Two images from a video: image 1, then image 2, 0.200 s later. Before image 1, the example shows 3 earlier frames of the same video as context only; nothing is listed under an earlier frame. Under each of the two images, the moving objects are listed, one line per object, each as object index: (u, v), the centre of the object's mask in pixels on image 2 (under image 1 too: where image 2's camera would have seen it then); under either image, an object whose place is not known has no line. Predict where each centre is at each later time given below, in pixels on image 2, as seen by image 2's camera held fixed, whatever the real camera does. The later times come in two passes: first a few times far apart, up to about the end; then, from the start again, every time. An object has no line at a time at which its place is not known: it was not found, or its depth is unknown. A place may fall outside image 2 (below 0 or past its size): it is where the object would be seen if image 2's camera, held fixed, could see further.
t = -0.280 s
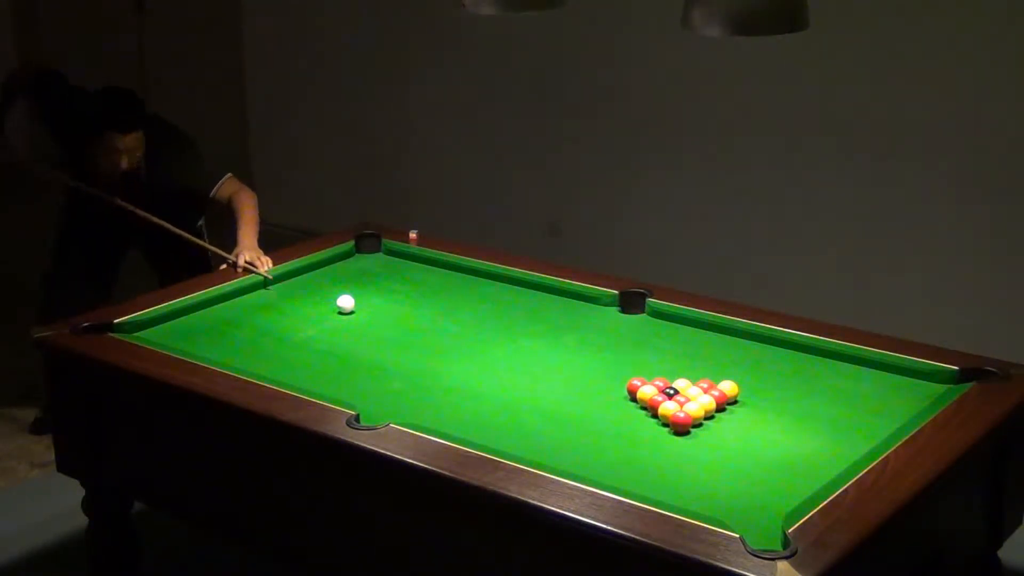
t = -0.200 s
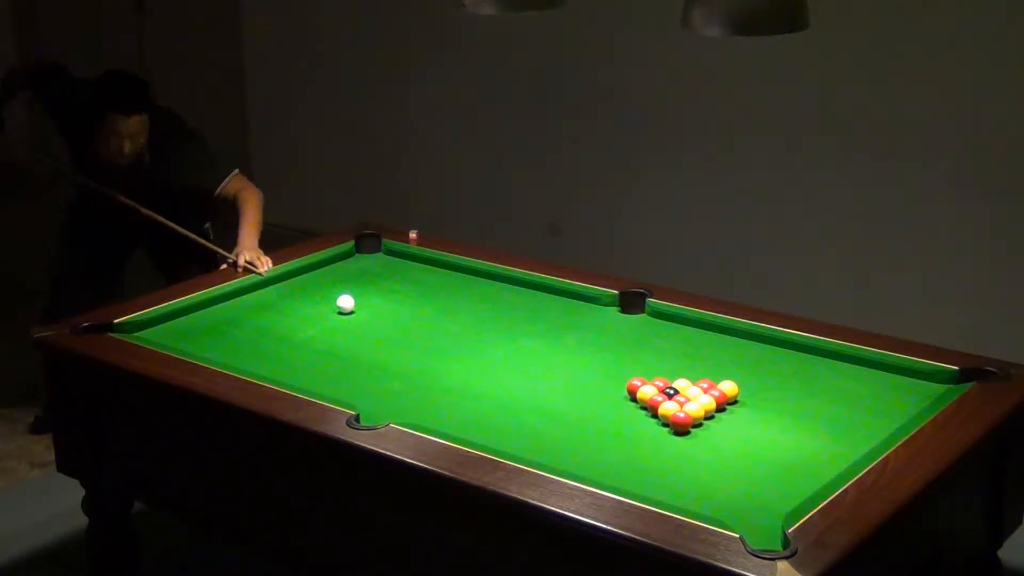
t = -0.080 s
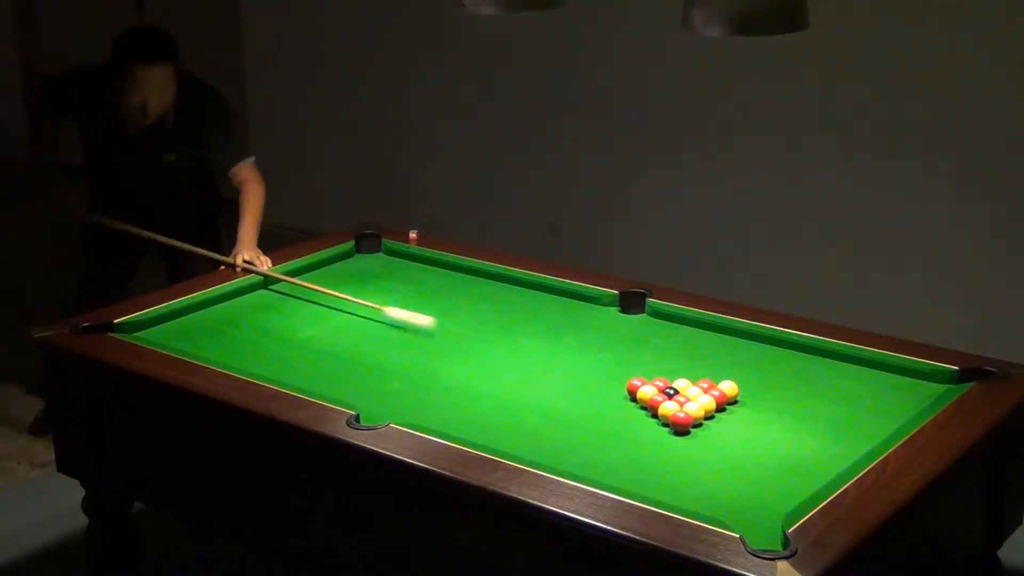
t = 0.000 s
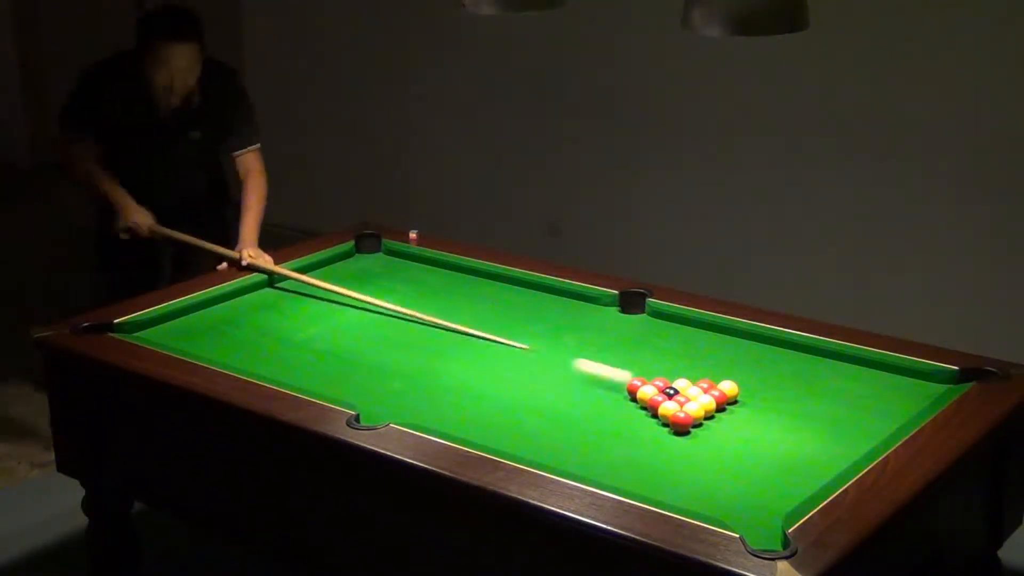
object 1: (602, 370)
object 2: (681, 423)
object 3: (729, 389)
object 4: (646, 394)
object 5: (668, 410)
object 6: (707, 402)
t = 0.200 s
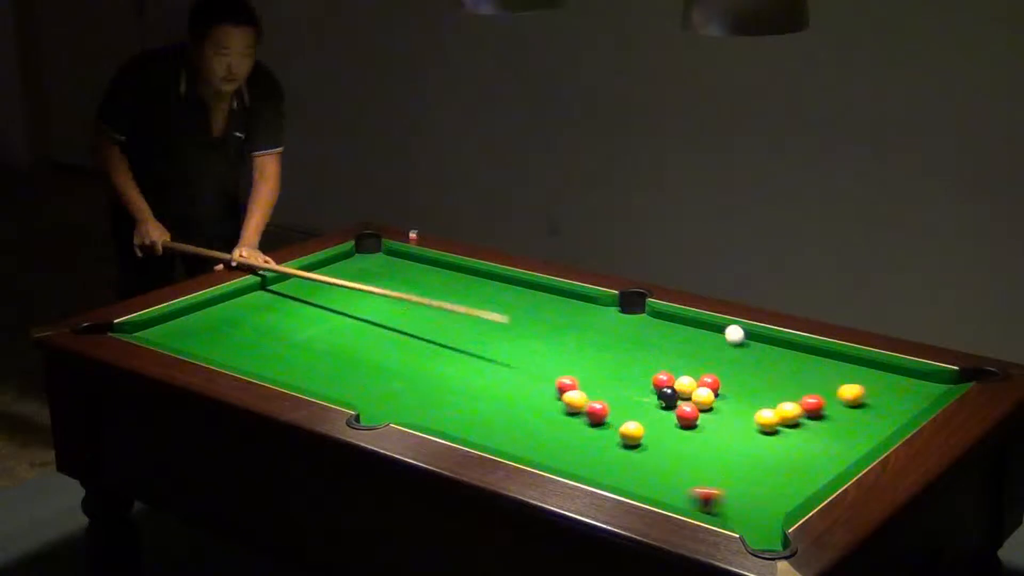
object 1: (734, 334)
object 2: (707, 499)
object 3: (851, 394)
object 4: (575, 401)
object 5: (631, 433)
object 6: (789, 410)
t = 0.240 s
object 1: (740, 345)
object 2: (661, 491)
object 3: (874, 394)
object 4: (560, 402)
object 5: (624, 437)
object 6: (805, 412)
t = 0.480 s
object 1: (804, 426)
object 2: (509, 444)
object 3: (893, 377)
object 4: (476, 408)
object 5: (606, 435)
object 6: (888, 420)
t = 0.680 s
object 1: (756, 473)
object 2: (403, 416)
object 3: (843, 361)
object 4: (406, 404)
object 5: (606, 419)
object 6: (849, 401)
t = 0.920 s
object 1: (621, 468)
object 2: (417, 411)
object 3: (775, 357)
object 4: (322, 385)
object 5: (606, 402)
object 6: (809, 384)
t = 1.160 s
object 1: (585, 409)
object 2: (428, 408)
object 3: (712, 352)
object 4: (259, 365)
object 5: (606, 387)
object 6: (775, 368)
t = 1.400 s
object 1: (555, 360)
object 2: (427, 406)
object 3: (654, 349)
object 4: (213, 348)
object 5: (606, 375)
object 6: (744, 354)
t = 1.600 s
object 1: (533, 327)
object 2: (426, 405)
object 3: (609, 345)
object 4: (177, 333)
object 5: (605, 366)
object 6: (722, 345)
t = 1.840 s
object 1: (510, 292)
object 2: (426, 406)
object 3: (558, 342)
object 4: (168, 326)
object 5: (605, 356)
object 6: (699, 340)
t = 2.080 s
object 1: (469, 279)
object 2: (426, 405)
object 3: (512, 338)
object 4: (201, 332)
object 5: (605, 349)
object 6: (679, 336)
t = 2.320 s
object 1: (416, 279)
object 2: (426, 406)
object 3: (471, 335)
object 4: (206, 328)
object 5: (605, 342)
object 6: (663, 332)
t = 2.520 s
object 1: (375, 279)
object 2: (426, 405)
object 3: (439, 332)
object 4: (209, 326)
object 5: (606, 338)
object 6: (653, 330)
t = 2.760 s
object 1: (329, 279)
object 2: (426, 405)
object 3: (404, 330)
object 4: (211, 324)
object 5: (606, 333)
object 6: (642, 328)
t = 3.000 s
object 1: (286, 280)
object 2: (426, 405)
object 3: (372, 328)
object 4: (213, 322)
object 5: (607, 330)
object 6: (634, 326)
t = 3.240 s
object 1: (278, 286)
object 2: (426, 405)
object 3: (344, 326)
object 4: (213, 323)
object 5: (608, 328)
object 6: (629, 326)
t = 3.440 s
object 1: (282, 292)
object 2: (426, 405)
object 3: (324, 324)
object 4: (213, 322)
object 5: (608, 328)
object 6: (627, 326)
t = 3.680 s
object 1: (286, 299)
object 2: (426, 405)
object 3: (302, 323)
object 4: (213, 322)
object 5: (608, 328)
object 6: (628, 325)
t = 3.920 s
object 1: (290, 304)
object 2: (426, 405)
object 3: (283, 322)
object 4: (213, 322)
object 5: (608, 328)
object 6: (628, 326)
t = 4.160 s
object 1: (293, 309)
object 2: (426, 405)
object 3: (267, 322)
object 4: (212, 322)
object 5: (608, 328)
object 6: (628, 326)
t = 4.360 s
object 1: (296, 313)
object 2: (426, 405)
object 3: (256, 321)
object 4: (213, 323)
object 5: (608, 328)
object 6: (628, 325)
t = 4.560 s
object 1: (298, 316)
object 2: (426, 405)
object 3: (248, 321)
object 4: (213, 323)
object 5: (608, 328)
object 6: (628, 325)
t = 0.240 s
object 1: (740, 345)
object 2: (661, 491)
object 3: (874, 394)
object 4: (560, 402)
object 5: (624, 437)
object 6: (805, 412)
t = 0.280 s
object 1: (747, 358)
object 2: (632, 480)
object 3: (897, 395)
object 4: (546, 403)
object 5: (616, 441)
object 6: (821, 416)
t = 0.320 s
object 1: (756, 371)
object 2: (611, 469)
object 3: (918, 395)
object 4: (532, 404)
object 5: (609, 444)
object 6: (837, 417)
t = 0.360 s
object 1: (767, 384)
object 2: (591, 459)
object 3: (921, 392)
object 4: (517, 405)
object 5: (603, 446)
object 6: (853, 419)
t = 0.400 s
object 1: (779, 398)
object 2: (561, 455)
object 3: (911, 387)
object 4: (503, 406)
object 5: (604, 443)
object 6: (869, 421)
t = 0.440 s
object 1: (791, 412)
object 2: (532, 451)
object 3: (901, 381)
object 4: (490, 407)
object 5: (605, 438)
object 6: (884, 421)
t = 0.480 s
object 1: (804, 426)
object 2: (509, 444)
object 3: (893, 377)
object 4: (476, 408)
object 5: (606, 435)
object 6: (888, 420)
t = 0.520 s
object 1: (817, 442)
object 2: (492, 436)
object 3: (884, 372)
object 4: (462, 409)
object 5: (606, 431)
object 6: (879, 414)
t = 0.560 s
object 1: (831, 458)
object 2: (471, 429)
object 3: (876, 367)
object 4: (448, 410)
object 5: (606, 428)
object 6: (871, 410)
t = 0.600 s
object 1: (819, 467)
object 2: (448, 424)
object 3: (867, 363)
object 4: (434, 410)
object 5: (606, 425)
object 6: (864, 407)
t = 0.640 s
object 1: (787, 470)
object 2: (424, 419)
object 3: (855, 362)
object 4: (421, 407)
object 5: (606, 422)
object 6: (857, 404)
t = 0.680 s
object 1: (756, 473)
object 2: (403, 416)
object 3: (843, 361)
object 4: (406, 404)
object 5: (606, 419)
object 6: (849, 401)
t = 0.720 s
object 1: (727, 477)
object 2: (381, 416)
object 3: (831, 360)
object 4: (392, 402)
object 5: (606, 416)
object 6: (842, 398)
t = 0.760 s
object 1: (697, 481)
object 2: (377, 415)
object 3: (820, 360)
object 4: (376, 398)
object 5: (606, 413)
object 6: (835, 395)
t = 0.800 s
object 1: (667, 484)
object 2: (390, 412)
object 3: (808, 359)
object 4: (363, 397)
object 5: (606, 410)
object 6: (828, 393)
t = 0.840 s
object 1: (638, 485)
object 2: (400, 412)
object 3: (797, 359)
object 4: (349, 392)
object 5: (606, 407)
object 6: (822, 390)
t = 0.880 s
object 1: (628, 477)
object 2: (409, 411)
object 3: (786, 358)
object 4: (335, 389)
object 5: (606, 404)
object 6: (816, 387)
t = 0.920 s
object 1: (621, 468)
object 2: (417, 411)
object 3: (775, 357)
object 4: (322, 385)
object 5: (606, 402)
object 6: (809, 384)
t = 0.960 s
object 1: (615, 457)
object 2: (423, 410)
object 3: (764, 357)
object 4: (308, 382)
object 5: (606, 399)
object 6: (803, 382)
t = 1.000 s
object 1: (608, 447)
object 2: (429, 409)
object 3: (754, 356)
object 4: (294, 379)
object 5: (606, 397)
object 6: (798, 379)
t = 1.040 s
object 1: (602, 436)
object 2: (429, 408)
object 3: (743, 355)
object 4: (285, 375)
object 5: (606, 394)
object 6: (791, 376)
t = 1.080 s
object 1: (596, 427)
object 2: (429, 408)
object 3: (733, 354)
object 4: (277, 372)
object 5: (606, 392)
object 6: (786, 373)
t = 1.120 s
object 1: (591, 418)
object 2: (429, 408)
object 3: (722, 353)
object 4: (268, 369)
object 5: (606, 390)
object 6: (780, 371)
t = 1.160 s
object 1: (585, 409)
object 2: (428, 408)
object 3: (712, 352)
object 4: (259, 365)
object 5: (606, 387)
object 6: (775, 368)
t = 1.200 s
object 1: (579, 400)
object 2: (428, 407)
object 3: (702, 352)
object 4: (252, 362)
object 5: (606, 385)
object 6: (769, 366)
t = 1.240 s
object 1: (574, 392)
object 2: (428, 407)
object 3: (693, 351)
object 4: (243, 359)
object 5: (606, 383)
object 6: (764, 363)
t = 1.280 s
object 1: (569, 383)
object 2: (427, 407)
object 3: (684, 349)
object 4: (236, 356)
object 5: (606, 381)
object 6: (759, 361)
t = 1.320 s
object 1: (564, 375)
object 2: (427, 406)
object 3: (673, 347)
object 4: (228, 353)
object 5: (606, 379)
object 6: (754, 359)
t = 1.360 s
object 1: (559, 368)
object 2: (427, 406)
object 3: (662, 348)
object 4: (220, 351)
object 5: (606, 377)
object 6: (749, 356)
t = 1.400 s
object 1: (555, 360)
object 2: (427, 406)
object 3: (654, 349)
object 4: (213, 348)
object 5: (606, 375)
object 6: (744, 354)
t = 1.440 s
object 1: (550, 353)
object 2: (426, 406)
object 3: (644, 348)
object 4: (206, 345)
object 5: (606, 373)
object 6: (740, 352)
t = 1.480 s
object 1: (546, 346)
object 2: (426, 406)
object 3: (635, 348)
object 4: (198, 342)
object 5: (605, 371)
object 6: (735, 349)
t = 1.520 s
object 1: (542, 340)
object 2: (426, 406)
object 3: (626, 347)
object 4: (191, 339)
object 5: (605, 369)
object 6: (730, 347)
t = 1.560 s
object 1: (537, 333)
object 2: (426, 406)
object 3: (618, 346)
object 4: (184, 336)
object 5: (605, 367)
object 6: (726, 346)
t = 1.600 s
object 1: (533, 327)
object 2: (426, 405)
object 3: (609, 345)
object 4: (177, 333)
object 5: (605, 366)
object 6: (722, 345)
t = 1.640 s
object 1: (529, 320)
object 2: (426, 406)
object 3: (600, 344)
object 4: (171, 330)
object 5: (605, 364)
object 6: (718, 344)
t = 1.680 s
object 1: (525, 315)
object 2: (426, 406)
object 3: (591, 344)
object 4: (164, 327)
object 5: (605, 362)
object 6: (714, 343)
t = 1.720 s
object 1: (521, 308)
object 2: (426, 406)
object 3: (583, 344)
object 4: (158, 325)
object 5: (605, 360)
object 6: (710, 342)
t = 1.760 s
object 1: (517, 303)
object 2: (426, 406)
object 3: (575, 343)
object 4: (156, 323)
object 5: (605, 359)
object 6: (706, 341)
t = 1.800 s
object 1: (514, 297)
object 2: (426, 406)
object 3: (566, 343)
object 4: (163, 324)
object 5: (605, 358)
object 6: (702, 340)
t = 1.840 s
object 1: (510, 292)
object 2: (426, 406)
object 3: (558, 342)
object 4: (168, 326)
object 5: (605, 356)
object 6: (699, 340)
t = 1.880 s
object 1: (507, 287)
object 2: (426, 405)
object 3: (551, 341)
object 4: (175, 327)
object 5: (605, 355)
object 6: (695, 339)
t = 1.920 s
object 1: (503, 281)
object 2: (426, 406)
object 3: (543, 340)
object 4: (181, 328)
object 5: (605, 354)
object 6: (692, 338)
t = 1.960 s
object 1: (497, 278)
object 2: (426, 406)
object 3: (535, 340)
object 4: (186, 330)
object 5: (605, 352)
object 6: (689, 338)
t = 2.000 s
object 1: (487, 279)
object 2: (426, 406)
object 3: (527, 339)
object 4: (192, 331)
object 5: (605, 351)
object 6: (686, 337)
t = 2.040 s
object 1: (478, 279)
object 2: (426, 406)
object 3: (520, 338)
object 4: (198, 331)
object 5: (605, 350)
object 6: (682, 336)
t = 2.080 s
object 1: (469, 279)
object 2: (426, 405)
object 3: (512, 338)
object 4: (201, 332)
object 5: (605, 349)
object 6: (679, 336)
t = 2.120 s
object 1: (460, 279)
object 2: (426, 405)
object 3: (505, 338)
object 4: (202, 331)
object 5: (605, 347)
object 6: (677, 335)
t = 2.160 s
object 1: (451, 279)
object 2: (426, 406)
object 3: (498, 337)
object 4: (203, 331)
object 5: (605, 346)
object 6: (674, 334)
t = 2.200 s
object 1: (442, 279)
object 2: (426, 405)
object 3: (491, 336)
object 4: (204, 330)
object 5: (605, 345)
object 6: (671, 334)
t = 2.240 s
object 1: (434, 279)
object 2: (426, 406)
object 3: (484, 336)
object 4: (205, 329)
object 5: (605, 344)
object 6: (669, 333)
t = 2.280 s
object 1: (425, 279)
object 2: (426, 405)
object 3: (477, 336)
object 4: (205, 329)
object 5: (605, 343)
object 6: (666, 333)
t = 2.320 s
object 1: (416, 279)
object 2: (426, 406)
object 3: (471, 335)
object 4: (206, 328)
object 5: (605, 342)
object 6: (663, 332)
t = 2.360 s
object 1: (408, 279)
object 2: (426, 406)
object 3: (464, 334)
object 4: (207, 328)
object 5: (606, 341)
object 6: (661, 332)
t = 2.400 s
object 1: (400, 279)
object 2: (426, 406)
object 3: (457, 334)
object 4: (207, 327)
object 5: (606, 340)
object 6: (659, 331)
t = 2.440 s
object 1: (391, 279)
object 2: (426, 405)
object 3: (451, 333)
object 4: (208, 327)
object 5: (606, 339)
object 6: (657, 331)
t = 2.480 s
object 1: (383, 280)
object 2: (426, 405)
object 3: (445, 333)
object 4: (209, 326)
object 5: (606, 339)
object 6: (655, 330)
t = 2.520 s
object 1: (375, 279)
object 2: (426, 405)
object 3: (439, 332)
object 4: (209, 326)
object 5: (606, 338)
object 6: (653, 330)
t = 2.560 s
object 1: (367, 280)
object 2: (426, 405)
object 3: (433, 332)
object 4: (210, 325)
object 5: (606, 337)
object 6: (651, 330)
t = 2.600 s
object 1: (359, 279)
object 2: (426, 405)
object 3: (427, 331)
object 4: (210, 325)
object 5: (606, 336)
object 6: (649, 329)
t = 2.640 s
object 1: (352, 279)
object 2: (426, 405)
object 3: (421, 331)
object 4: (210, 324)
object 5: (606, 335)
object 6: (647, 329)
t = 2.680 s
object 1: (344, 280)
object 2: (426, 405)
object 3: (415, 330)
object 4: (211, 324)
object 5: (606, 335)
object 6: (645, 328)
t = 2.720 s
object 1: (336, 279)
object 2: (426, 405)
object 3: (409, 330)
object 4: (211, 324)
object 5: (606, 334)
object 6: (643, 328)
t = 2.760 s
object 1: (329, 279)
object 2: (426, 405)
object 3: (404, 330)
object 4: (211, 324)
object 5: (606, 333)
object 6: (642, 328)
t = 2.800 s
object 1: (322, 279)
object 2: (426, 405)
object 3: (398, 329)
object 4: (212, 323)
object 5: (606, 333)
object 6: (641, 327)
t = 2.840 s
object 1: (315, 280)
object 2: (426, 405)
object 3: (393, 329)
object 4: (212, 323)
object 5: (607, 332)
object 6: (639, 327)
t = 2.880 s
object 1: (307, 280)
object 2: (426, 405)
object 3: (387, 329)
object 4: (212, 323)
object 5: (607, 332)
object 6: (638, 327)
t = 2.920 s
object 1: (300, 280)
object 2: (426, 405)
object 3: (382, 328)
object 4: (212, 323)
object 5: (607, 331)
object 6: (637, 326)
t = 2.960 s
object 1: (293, 280)
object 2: (426, 405)
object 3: (377, 328)
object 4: (213, 322)
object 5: (607, 331)
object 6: (635, 326)
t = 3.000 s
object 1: (286, 280)
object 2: (426, 405)
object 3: (372, 328)
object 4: (213, 322)
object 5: (607, 330)
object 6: (634, 326)
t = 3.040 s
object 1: (279, 280)
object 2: (426, 405)
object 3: (367, 327)
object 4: (213, 323)
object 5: (607, 330)
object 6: (633, 326)
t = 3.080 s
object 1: (275, 281)
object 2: (426, 405)
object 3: (362, 327)
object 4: (213, 323)
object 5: (607, 330)
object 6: (632, 326)
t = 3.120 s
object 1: (276, 282)
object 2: (426, 405)
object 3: (358, 326)
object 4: (213, 323)
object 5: (608, 329)
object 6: (631, 326)
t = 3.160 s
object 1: (276, 283)
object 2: (426, 405)
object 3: (353, 326)
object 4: (213, 322)
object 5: (608, 329)
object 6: (630, 326)
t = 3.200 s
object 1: (277, 285)
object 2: (426, 405)
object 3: (349, 326)
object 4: (213, 323)
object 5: (608, 329)
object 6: (630, 326)
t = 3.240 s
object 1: (278, 286)
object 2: (426, 405)
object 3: (344, 326)
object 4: (213, 323)
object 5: (608, 328)
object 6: (629, 326)
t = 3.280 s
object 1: (279, 287)
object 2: (426, 405)
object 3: (340, 325)
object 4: (213, 322)
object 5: (608, 328)
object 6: (629, 325)
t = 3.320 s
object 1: (279, 288)
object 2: (426, 405)
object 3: (336, 325)
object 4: (213, 322)
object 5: (608, 328)
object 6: (628, 325)
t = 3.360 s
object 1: (280, 289)
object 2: (426, 405)
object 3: (332, 325)
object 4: (213, 323)
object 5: (608, 328)
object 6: (628, 325)
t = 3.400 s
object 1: (281, 291)
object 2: (426, 405)
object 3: (328, 325)
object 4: (213, 322)
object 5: (608, 328)
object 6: (627, 326)
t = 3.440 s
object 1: (282, 292)
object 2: (426, 405)
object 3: (324, 324)
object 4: (213, 322)
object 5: (608, 328)
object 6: (627, 326)
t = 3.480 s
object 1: (282, 293)
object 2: (426, 405)
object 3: (320, 324)
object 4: (213, 322)
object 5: (608, 328)
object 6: (628, 325)
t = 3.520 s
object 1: (283, 294)
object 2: (426, 405)
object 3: (316, 324)
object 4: (213, 323)
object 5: (608, 328)
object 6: (628, 325)
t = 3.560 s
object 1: (283, 295)
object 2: (426, 405)
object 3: (313, 324)
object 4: (213, 322)
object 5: (608, 328)
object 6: (628, 325)
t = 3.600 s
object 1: (284, 296)
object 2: (426, 405)
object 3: (309, 324)
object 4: (213, 322)
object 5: (608, 328)
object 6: (628, 325)
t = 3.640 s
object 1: (284, 298)
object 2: (426, 405)
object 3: (305, 323)
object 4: (213, 322)
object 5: (608, 328)
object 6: (628, 325)
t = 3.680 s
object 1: (286, 299)
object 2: (426, 405)
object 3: (302, 323)
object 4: (213, 322)
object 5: (608, 328)
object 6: (628, 325)
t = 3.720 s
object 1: (286, 300)
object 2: (426, 405)
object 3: (298, 323)
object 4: (213, 322)
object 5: (608, 328)
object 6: (628, 325)
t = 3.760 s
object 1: (287, 301)
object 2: (426, 405)
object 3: (295, 323)
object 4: (212, 323)
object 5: (608, 328)
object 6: (628, 325)
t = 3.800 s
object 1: (288, 302)
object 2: (426, 405)
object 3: (292, 322)
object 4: (213, 322)
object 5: (608, 328)
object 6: (628, 325)
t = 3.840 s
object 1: (288, 303)
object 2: (426, 405)
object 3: (289, 323)
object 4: (213, 322)
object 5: (608, 328)
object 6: (628, 325)
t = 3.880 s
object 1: (289, 303)
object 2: (426, 405)
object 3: (286, 322)
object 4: (213, 322)
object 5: (608, 328)
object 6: (628, 325)
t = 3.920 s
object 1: (290, 304)
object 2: (426, 405)
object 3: (283, 322)
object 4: (213, 322)
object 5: (608, 328)
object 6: (628, 326)
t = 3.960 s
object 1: (291, 305)
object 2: (426, 405)
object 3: (280, 322)
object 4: (213, 322)
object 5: (608, 328)
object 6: (628, 326)
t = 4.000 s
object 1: (291, 306)
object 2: (426, 405)
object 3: (277, 322)
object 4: (213, 322)
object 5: (608, 328)
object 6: (628, 326)
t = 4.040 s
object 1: (292, 307)
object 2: (426, 405)
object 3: (274, 322)
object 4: (213, 322)
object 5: (608, 328)
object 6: (628, 326)
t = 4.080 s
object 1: (292, 308)
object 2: (426, 405)
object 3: (272, 322)
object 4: (212, 322)
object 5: (608, 328)
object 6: (628, 326)
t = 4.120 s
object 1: (293, 309)
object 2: (426, 405)
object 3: (269, 322)
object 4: (212, 322)
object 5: (608, 328)
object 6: (628, 326)
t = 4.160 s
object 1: (293, 309)
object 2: (426, 405)
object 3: (267, 322)
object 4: (212, 322)
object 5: (608, 328)
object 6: (628, 326)
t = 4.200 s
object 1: (294, 310)
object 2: (426, 405)
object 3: (265, 322)
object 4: (213, 323)
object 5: (608, 328)
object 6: (628, 326)
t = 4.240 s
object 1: (294, 311)
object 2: (426, 405)
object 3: (262, 322)
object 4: (213, 323)
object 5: (608, 328)
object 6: (628, 325)
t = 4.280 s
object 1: (295, 312)
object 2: (426, 405)
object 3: (260, 321)
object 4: (212, 322)
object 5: (608, 328)
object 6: (628, 326)
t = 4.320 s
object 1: (295, 312)
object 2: (426, 405)
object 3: (258, 321)
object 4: (213, 323)
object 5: (608, 328)
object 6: (628, 326)
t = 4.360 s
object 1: (296, 313)
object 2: (426, 405)
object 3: (256, 321)
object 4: (213, 323)
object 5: (608, 328)
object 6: (628, 325)
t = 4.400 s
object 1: (296, 314)
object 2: (426, 405)
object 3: (255, 321)
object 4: (213, 323)
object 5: (608, 328)
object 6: (628, 326)
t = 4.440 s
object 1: (297, 314)
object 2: (426, 405)
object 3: (253, 321)
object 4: (213, 322)
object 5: (608, 328)
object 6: (628, 325)
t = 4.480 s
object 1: (297, 315)
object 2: (426, 405)
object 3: (251, 321)
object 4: (213, 323)
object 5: (608, 328)
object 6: (628, 325)
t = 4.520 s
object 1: (297, 316)
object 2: (426, 405)
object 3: (250, 321)
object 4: (213, 323)
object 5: (608, 328)
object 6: (628, 325)
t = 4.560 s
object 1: (298, 316)
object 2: (426, 405)
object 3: (248, 321)
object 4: (213, 323)
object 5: (608, 328)
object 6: (628, 325)
